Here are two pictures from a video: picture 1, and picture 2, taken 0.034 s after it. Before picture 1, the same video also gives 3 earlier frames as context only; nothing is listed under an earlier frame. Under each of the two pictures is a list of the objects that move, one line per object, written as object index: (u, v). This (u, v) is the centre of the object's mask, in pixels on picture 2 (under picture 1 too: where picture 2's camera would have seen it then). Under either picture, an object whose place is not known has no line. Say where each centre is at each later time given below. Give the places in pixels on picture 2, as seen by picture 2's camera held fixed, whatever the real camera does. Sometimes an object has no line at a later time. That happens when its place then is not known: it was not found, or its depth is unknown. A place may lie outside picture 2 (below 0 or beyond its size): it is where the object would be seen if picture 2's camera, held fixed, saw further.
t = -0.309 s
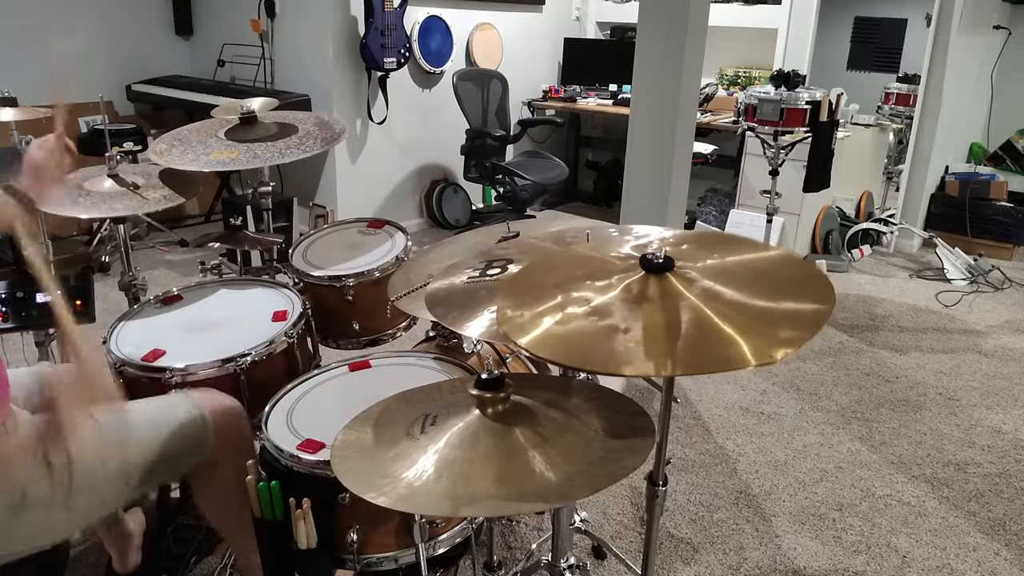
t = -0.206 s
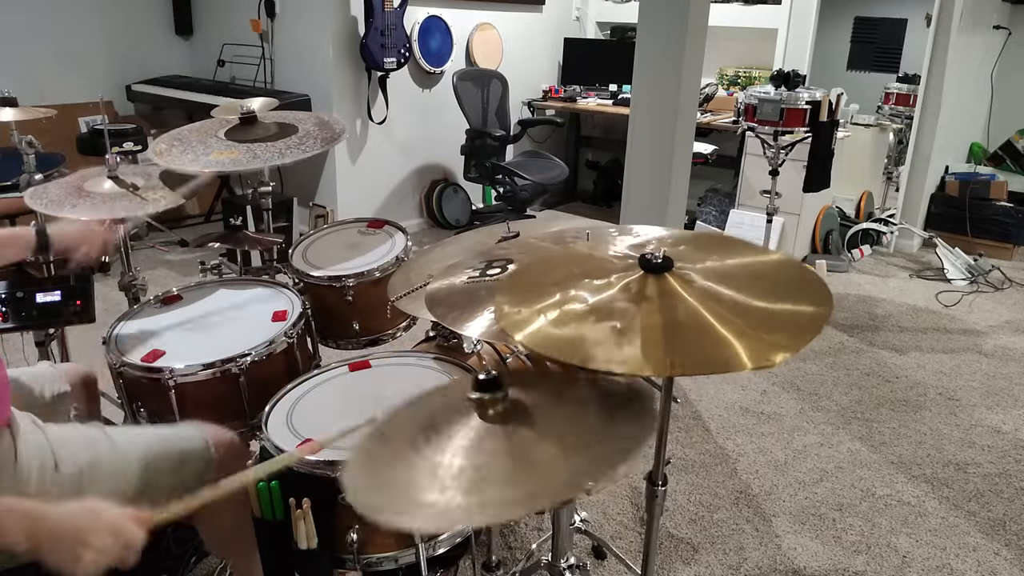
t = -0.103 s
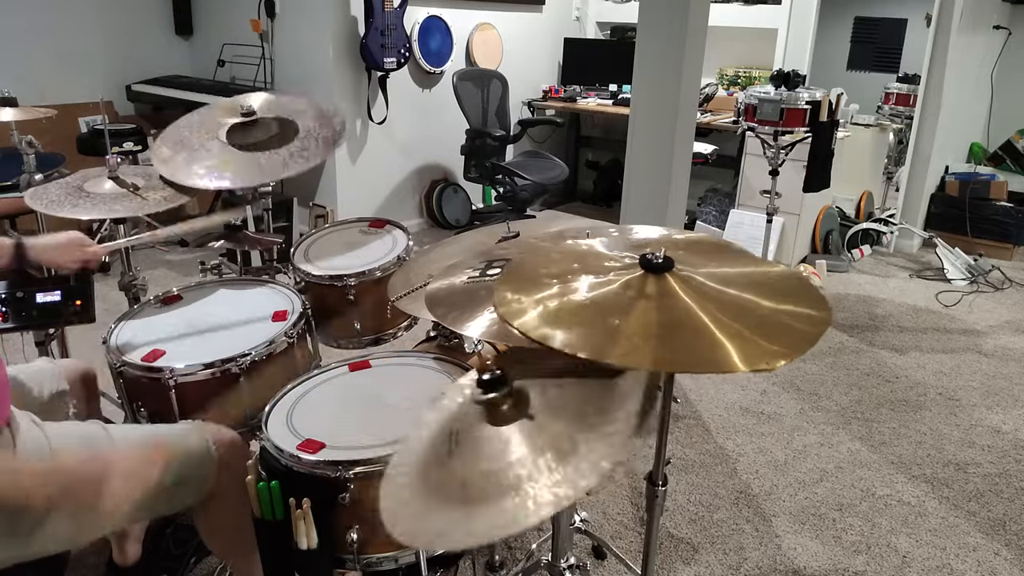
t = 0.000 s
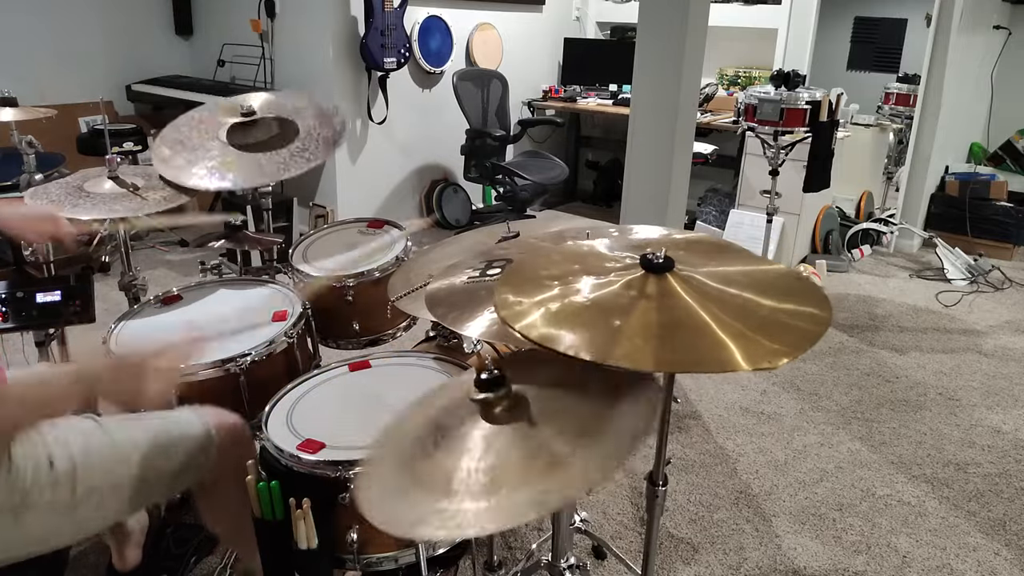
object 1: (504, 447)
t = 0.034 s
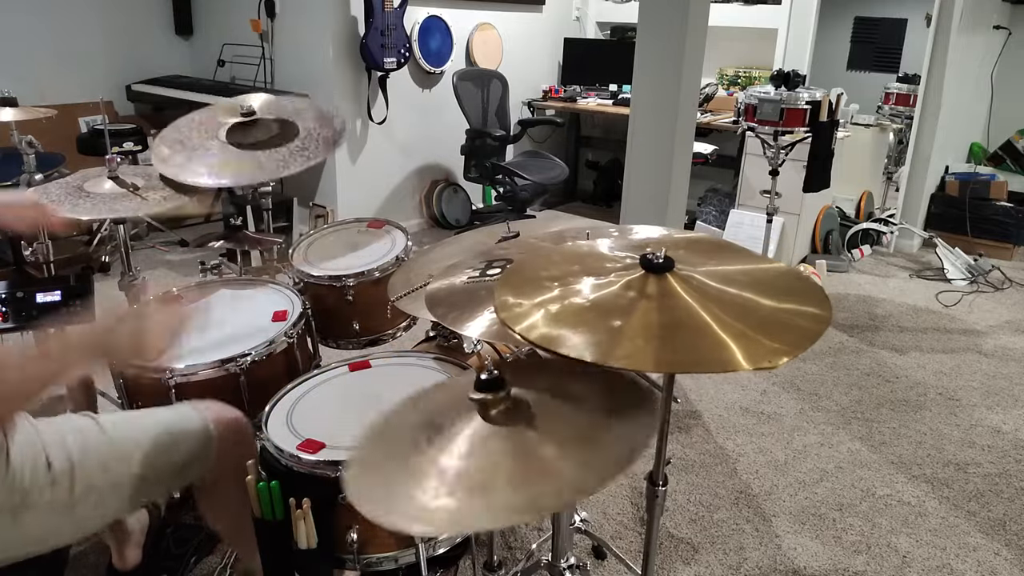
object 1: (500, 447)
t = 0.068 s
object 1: (493, 447)
